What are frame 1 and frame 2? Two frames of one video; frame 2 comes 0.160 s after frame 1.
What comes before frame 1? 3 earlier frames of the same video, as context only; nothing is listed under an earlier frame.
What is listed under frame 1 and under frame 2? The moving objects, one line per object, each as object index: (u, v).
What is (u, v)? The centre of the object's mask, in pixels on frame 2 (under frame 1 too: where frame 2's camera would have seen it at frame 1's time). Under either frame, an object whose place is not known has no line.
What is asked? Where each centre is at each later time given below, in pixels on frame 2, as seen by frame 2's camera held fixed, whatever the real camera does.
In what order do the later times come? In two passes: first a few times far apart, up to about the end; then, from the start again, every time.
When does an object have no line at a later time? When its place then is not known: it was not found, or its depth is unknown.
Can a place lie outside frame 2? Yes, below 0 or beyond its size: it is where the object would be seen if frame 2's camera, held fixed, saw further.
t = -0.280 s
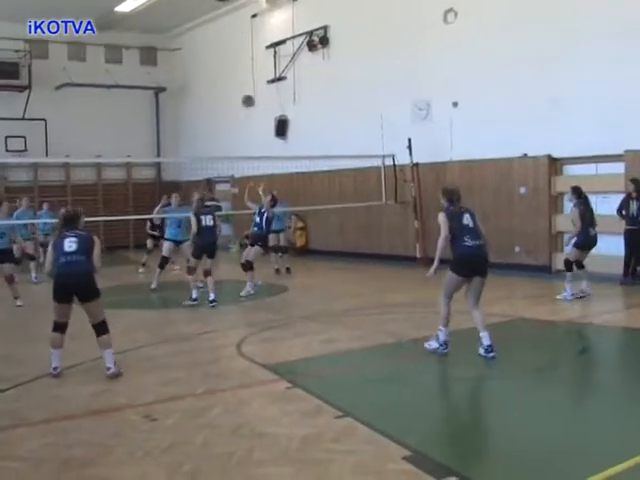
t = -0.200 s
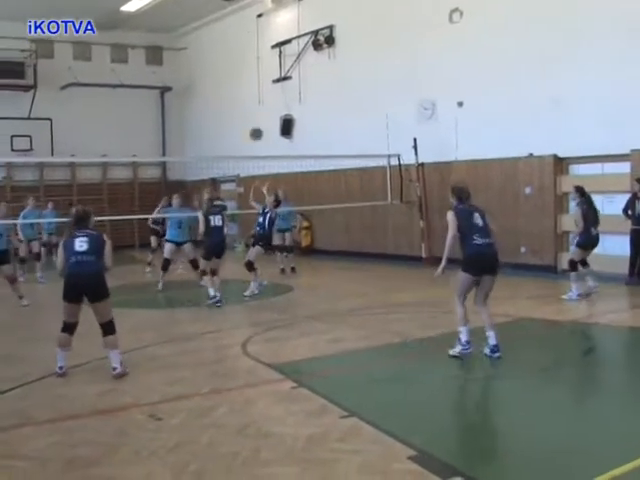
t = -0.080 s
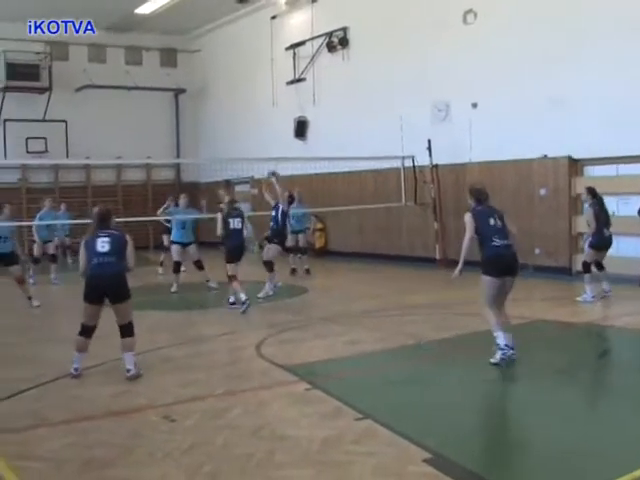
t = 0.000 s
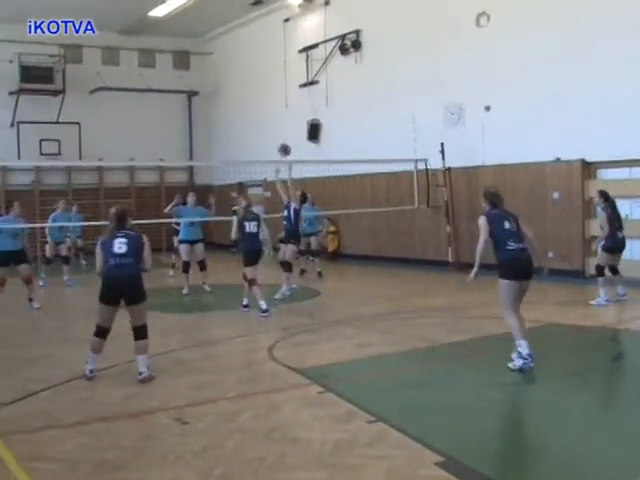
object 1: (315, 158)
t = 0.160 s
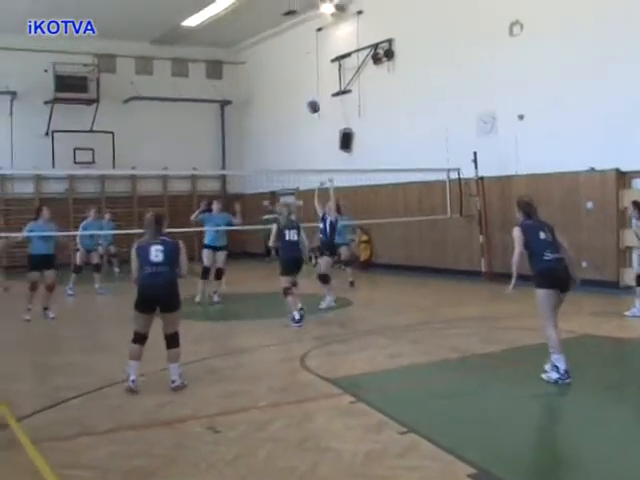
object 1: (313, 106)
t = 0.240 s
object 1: (312, 86)
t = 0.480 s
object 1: (306, 50)
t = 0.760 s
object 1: (300, 54)
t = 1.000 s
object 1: (296, 96)
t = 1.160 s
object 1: (295, 144)
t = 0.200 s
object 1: (312, 96)
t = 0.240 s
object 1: (312, 86)
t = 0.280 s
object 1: (311, 78)
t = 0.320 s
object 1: (310, 70)
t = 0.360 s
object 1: (309, 63)
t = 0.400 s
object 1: (308, 58)
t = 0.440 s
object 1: (307, 54)
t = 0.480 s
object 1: (306, 50)
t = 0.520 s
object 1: (305, 48)
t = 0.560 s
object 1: (304, 46)
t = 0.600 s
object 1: (303, 46)
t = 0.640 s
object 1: (303, 46)
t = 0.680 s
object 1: (301, 48)
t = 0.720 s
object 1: (301, 50)
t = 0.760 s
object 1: (300, 54)
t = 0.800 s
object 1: (299, 59)
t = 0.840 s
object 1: (299, 64)
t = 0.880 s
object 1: (298, 70)
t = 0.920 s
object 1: (297, 77)
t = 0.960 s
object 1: (297, 86)
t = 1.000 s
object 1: (296, 96)
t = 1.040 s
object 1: (296, 106)
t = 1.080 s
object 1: (296, 118)
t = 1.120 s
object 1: (295, 130)
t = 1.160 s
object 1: (295, 144)
